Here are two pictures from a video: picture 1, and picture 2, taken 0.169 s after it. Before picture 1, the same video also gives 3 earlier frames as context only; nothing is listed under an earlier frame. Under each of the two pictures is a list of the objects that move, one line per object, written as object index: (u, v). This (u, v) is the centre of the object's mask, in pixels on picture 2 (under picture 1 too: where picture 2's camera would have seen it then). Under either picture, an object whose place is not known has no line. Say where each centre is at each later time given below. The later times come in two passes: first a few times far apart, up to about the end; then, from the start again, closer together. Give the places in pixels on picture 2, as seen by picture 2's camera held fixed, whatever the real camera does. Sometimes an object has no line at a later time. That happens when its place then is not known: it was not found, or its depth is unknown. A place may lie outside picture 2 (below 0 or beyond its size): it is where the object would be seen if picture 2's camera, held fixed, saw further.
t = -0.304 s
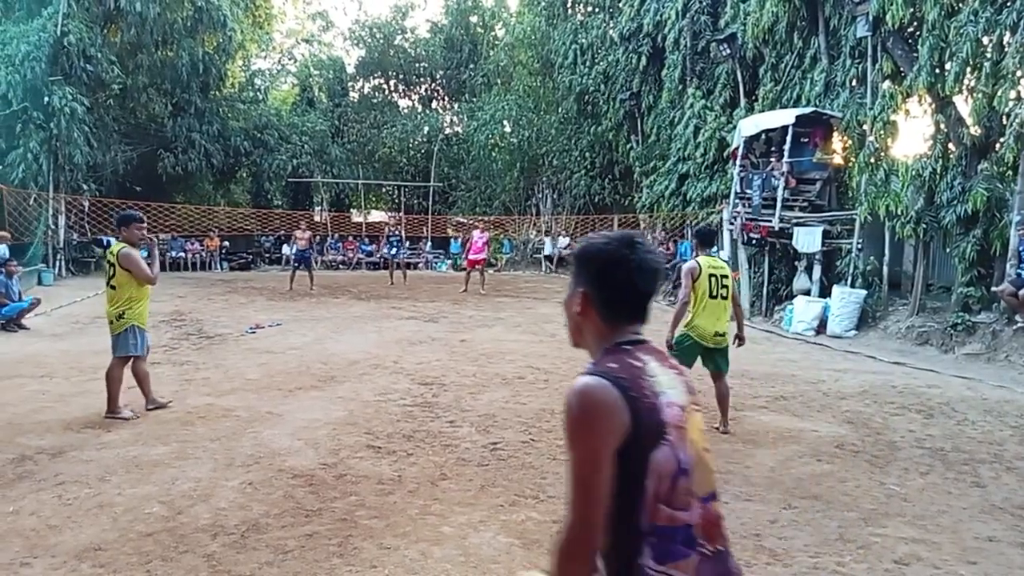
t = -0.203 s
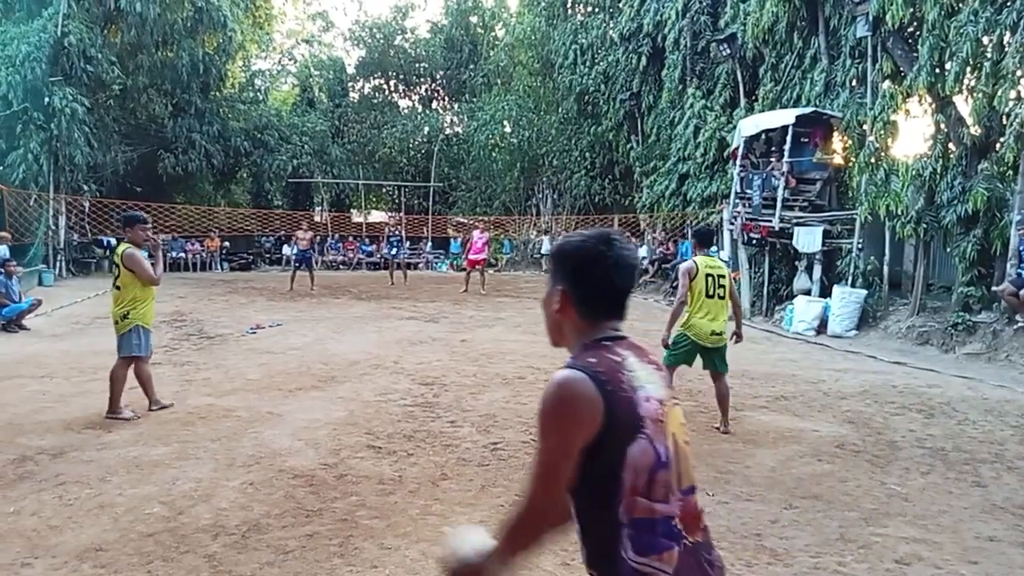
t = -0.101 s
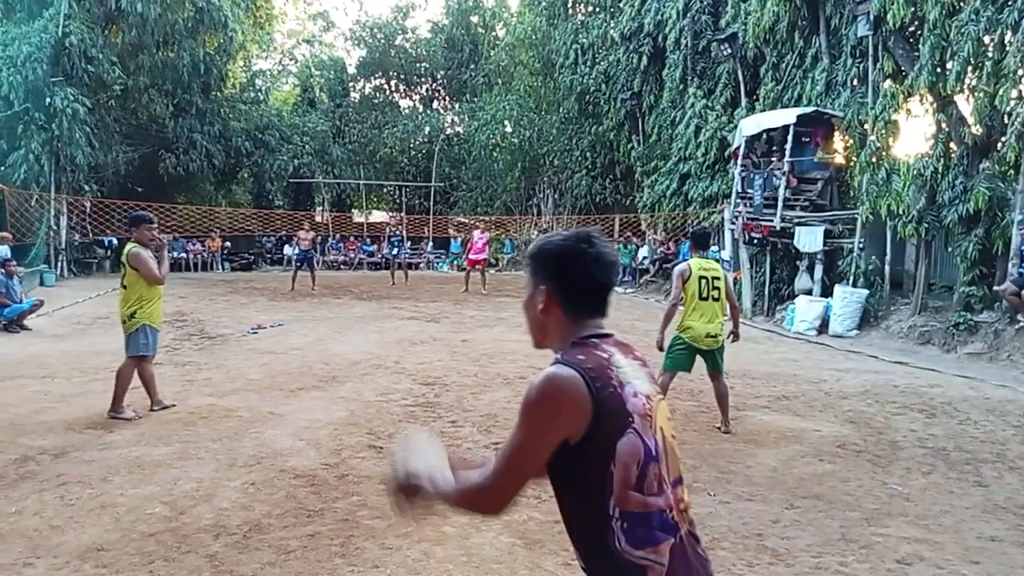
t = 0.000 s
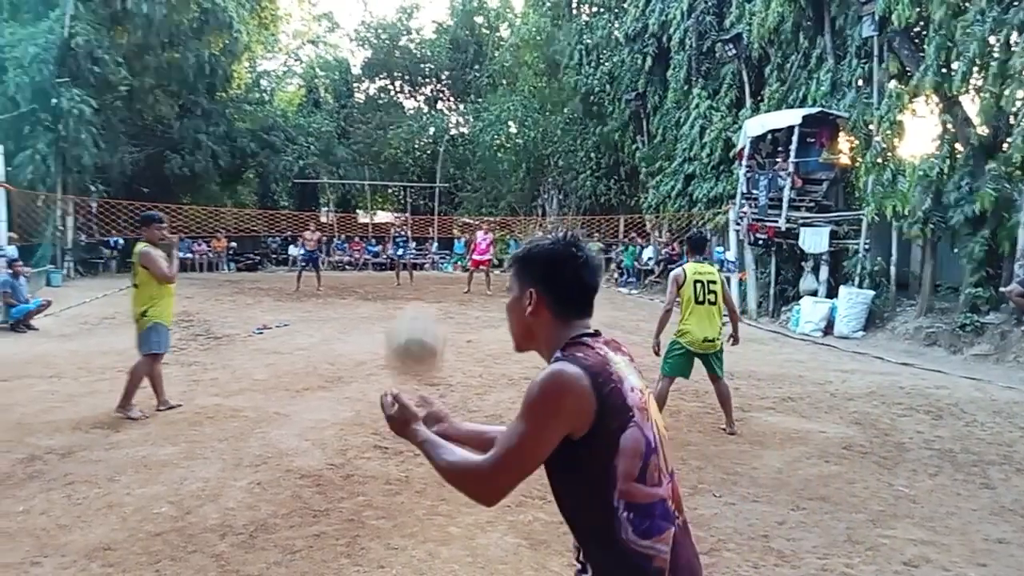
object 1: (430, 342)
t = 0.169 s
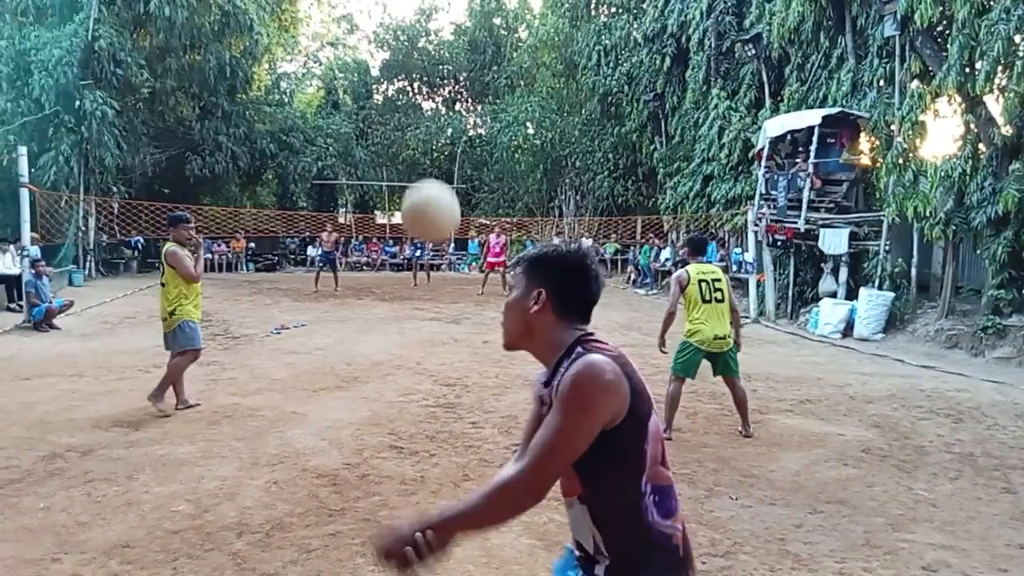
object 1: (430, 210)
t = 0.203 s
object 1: (430, 198)
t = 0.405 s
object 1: (427, 204)
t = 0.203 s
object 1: (430, 198)
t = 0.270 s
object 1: (429, 186)
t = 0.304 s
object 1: (428, 185)
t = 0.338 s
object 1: (428, 188)
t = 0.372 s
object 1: (427, 194)
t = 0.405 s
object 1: (427, 204)
